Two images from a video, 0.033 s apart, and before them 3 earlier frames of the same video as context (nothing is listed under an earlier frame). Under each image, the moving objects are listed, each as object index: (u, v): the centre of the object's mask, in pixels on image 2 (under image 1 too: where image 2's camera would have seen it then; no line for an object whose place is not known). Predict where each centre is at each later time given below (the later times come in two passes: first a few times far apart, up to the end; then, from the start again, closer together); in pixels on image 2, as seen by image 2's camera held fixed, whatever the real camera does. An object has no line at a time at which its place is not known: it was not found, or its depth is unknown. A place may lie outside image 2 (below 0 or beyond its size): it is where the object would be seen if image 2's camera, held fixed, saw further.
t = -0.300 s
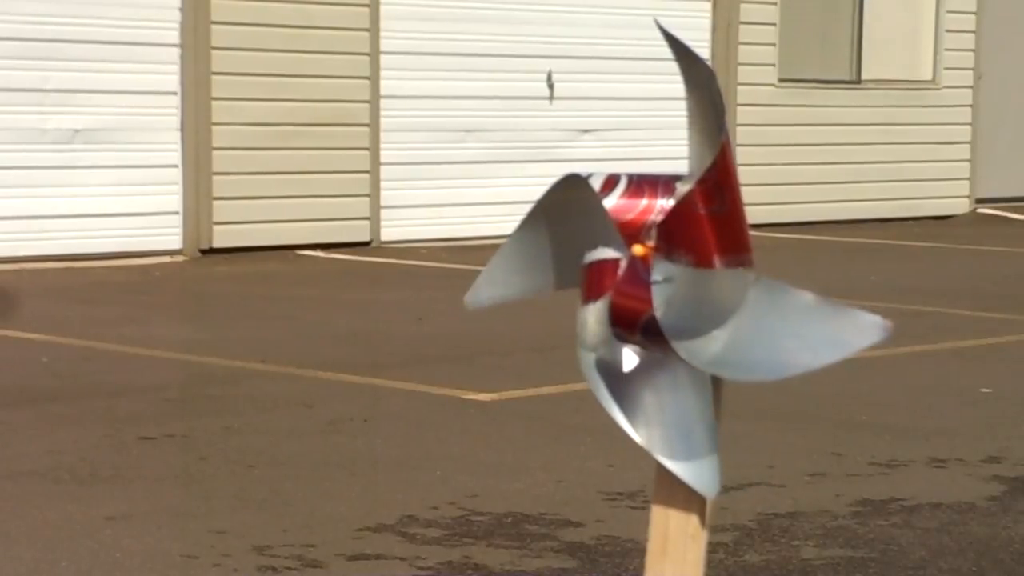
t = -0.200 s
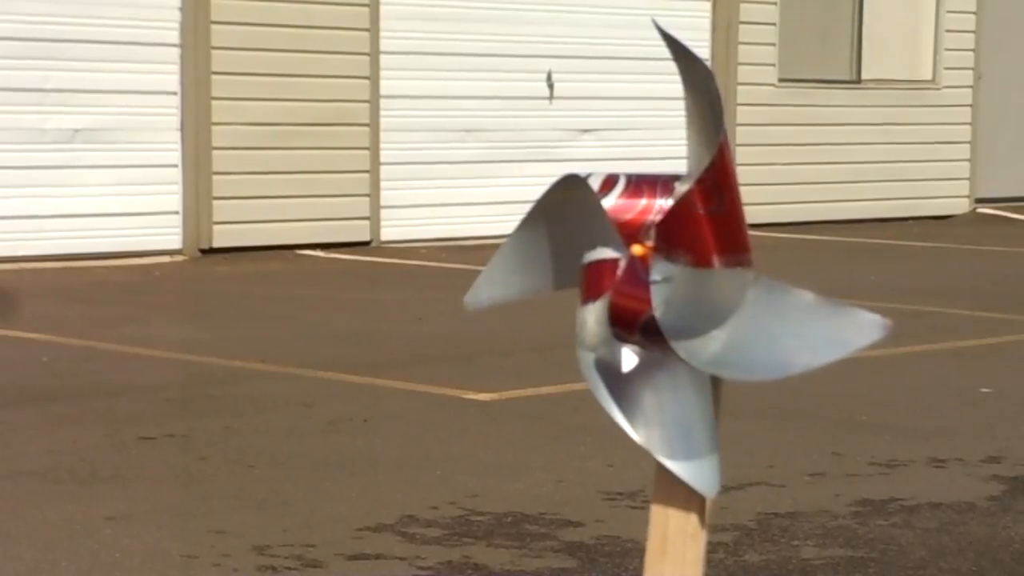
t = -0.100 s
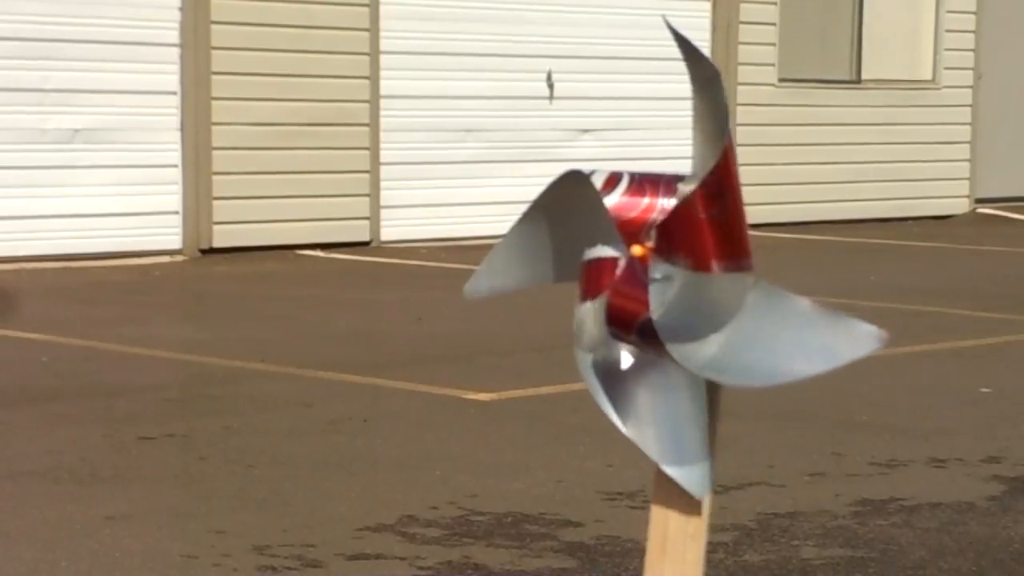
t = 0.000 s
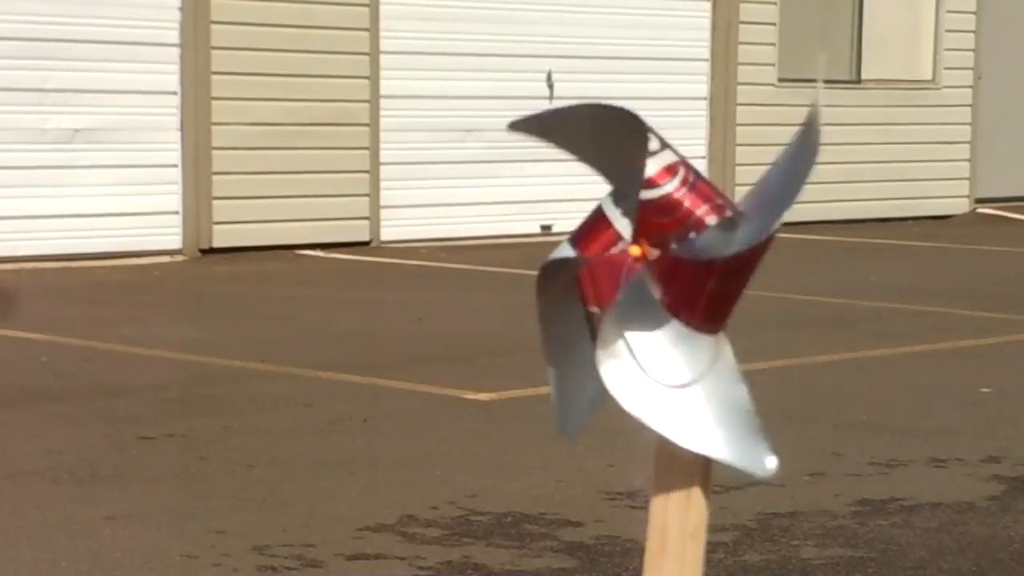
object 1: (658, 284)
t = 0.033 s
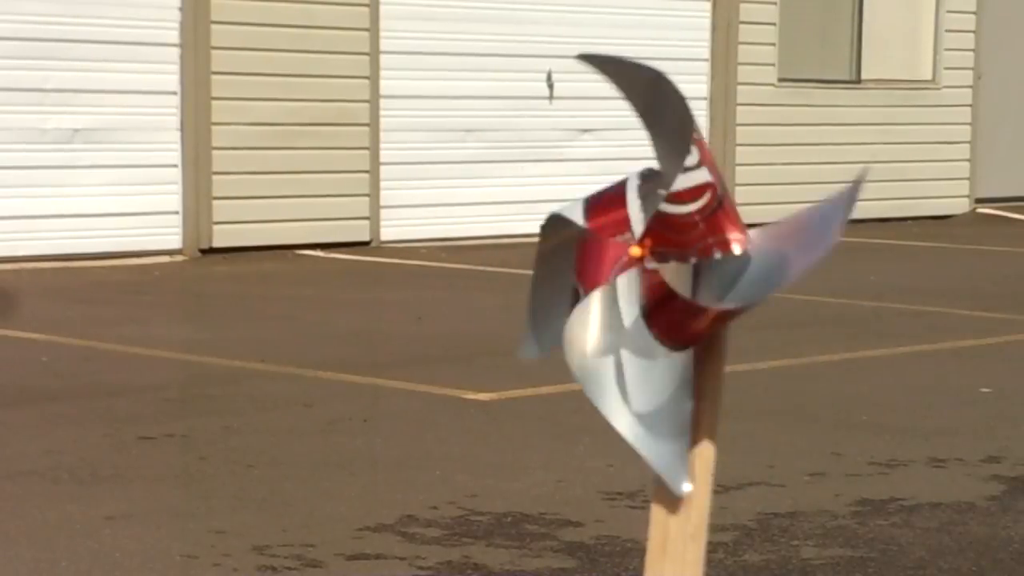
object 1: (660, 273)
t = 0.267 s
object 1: (672, 294)
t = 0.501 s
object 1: (676, 275)
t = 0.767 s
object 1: (664, 275)
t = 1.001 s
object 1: (658, 277)
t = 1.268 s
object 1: (673, 275)
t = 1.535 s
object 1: (674, 279)
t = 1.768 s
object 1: (679, 288)
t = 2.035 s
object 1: (675, 281)
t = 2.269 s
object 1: (678, 286)
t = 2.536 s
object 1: (678, 294)
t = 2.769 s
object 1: (676, 293)
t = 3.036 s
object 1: (672, 279)
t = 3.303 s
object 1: (659, 277)
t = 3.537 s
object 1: (679, 287)
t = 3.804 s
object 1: (676, 294)
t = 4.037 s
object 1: (679, 290)
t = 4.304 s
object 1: (676, 286)
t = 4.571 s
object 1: (681, 288)
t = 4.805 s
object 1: (675, 288)
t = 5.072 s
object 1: (685, 299)
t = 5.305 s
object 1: (679, 287)
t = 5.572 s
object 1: (674, 275)
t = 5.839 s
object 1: (662, 291)
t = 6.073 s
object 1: (669, 272)
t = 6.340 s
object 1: (679, 298)
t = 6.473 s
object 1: (664, 279)
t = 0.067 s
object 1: (667, 268)
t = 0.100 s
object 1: (670, 270)
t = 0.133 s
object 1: (673, 276)
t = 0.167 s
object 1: (675, 279)
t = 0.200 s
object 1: (672, 276)
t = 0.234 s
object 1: (680, 286)
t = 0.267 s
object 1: (672, 294)
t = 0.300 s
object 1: (658, 275)
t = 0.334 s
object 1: (672, 278)
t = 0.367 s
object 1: (671, 279)
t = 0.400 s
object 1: (676, 282)
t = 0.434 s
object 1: (673, 294)
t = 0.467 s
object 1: (660, 286)
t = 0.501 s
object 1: (676, 275)
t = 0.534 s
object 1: (676, 283)
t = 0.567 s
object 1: (679, 291)
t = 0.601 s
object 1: (662, 291)
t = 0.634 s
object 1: (674, 278)
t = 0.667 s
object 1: (673, 280)
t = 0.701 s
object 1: (680, 287)
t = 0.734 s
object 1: (669, 295)
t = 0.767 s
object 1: (664, 275)
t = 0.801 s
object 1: (671, 279)
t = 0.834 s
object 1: (670, 278)
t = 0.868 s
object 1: (677, 281)
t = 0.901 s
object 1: (674, 290)
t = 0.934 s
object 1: (668, 290)
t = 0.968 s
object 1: (660, 284)
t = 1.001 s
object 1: (658, 277)
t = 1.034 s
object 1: (661, 270)
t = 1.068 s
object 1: (667, 267)
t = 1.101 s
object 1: (670, 269)
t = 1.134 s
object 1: (672, 273)
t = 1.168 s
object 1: (672, 276)
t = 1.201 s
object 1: (670, 277)
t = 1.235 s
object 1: (672, 275)
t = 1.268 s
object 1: (673, 275)
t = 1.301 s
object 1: (678, 279)
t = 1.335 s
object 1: (676, 287)
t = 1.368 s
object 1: (670, 291)
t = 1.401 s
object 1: (663, 285)
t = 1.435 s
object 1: (659, 274)
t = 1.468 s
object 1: (670, 269)
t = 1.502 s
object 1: (672, 278)
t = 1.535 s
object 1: (674, 279)
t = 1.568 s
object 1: (679, 278)
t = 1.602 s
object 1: (675, 293)
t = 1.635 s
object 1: (660, 286)
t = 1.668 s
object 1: (670, 271)
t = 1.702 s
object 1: (673, 280)
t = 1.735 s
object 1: (675, 277)
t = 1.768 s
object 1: (679, 288)
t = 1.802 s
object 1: (671, 294)
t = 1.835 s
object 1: (665, 273)
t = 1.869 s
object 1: (674, 280)
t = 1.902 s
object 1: (674, 278)
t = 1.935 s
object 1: (678, 293)
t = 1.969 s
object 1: (662, 290)
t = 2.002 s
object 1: (674, 280)
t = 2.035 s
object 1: (675, 281)
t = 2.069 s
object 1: (676, 296)
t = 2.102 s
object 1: (661, 280)
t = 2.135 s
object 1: (675, 284)
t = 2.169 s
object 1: (677, 281)
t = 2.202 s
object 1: (675, 297)
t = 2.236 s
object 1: (668, 270)
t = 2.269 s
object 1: (678, 286)
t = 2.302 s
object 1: (679, 291)
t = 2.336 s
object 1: (664, 295)
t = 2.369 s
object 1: (674, 283)
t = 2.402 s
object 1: (676, 284)
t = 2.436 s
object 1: (676, 298)
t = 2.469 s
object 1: (670, 269)
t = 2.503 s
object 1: (674, 284)
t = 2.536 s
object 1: (678, 294)
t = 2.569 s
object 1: (663, 286)
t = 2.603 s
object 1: (677, 284)
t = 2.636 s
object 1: (680, 285)
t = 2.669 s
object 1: (671, 300)
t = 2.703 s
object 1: (670, 275)
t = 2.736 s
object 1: (672, 282)
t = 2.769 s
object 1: (676, 293)
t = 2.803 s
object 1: (661, 291)
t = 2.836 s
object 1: (674, 275)
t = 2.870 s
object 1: (671, 280)
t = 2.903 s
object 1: (680, 285)
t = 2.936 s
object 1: (671, 293)
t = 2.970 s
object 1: (661, 275)
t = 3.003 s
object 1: (672, 279)
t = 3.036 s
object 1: (672, 279)
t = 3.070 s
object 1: (677, 284)
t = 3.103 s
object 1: (669, 293)
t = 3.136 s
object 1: (662, 276)
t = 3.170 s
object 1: (671, 277)
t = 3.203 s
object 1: (674, 280)
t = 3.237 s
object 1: (680, 282)
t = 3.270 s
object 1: (673, 294)
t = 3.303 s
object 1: (659, 277)
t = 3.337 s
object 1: (674, 279)
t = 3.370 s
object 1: (672, 279)
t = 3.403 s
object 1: (678, 288)
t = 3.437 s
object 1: (667, 292)
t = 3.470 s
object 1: (671, 273)
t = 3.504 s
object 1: (675, 284)
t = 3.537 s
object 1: (679, 287)
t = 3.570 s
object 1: (669, 297)
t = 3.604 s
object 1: (670, 275)
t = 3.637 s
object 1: (674, 283)
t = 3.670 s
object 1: (677, 291)
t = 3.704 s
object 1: (665, 293)
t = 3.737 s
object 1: (676, 280)
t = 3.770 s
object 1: (675, 281)
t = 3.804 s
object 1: (676, 294)
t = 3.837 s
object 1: (661, 287)
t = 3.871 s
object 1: (675, 281)
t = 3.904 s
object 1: (676, 283)
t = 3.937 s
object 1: (674, 297)
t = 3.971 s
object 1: (665, 273)
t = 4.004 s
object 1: (680, 286)
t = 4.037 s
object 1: (679, 290)
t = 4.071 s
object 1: (666, 295)
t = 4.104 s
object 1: (674, 280)
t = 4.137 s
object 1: (676, 284)
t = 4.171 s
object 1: (677, 296)
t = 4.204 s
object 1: (673, 276)
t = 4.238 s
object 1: (677, 286)
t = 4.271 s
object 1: (678, 297)
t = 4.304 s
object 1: (676, 286)
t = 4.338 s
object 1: (681, 284)
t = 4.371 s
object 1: (668, 299)
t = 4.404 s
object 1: (676, 287)
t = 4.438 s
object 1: (682, 296)
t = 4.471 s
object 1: (663, 283)
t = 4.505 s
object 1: (676, 290)
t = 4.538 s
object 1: (681, 298)
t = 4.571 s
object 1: (681, 288)
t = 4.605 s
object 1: (682, 301)
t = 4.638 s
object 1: (676, 285)
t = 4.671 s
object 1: (687, 296)
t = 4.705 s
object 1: (667, 279)
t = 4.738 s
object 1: (682, 291)
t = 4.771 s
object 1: (660, 292)
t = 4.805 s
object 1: (675, 288)
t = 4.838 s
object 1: (672, 305)
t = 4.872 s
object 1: (675, 289)
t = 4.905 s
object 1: (686, 301)
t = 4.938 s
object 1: (664, 276)
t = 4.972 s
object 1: (680, 287)
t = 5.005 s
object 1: (668, 301)
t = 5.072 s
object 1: (685, 299)
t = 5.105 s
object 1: (661, 277)
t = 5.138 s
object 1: (678, 286)
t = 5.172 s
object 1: (673, 299)
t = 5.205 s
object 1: (677, 285)
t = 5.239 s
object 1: (682, 286)
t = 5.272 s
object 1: (662, 296)
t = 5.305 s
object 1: (679, 287)
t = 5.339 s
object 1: (678, 298)
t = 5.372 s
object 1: (667, 274)
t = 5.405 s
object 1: (673, 283)
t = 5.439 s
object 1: (679, 298)
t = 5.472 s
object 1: (670, 276)
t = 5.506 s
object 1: (674, 284)
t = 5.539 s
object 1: (675, 297)
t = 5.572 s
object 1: (674, 275)
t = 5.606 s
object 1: (677, 285)
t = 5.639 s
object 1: (676, 299)
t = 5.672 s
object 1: (676, 282)
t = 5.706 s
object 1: (675, 286)
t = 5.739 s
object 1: (669, 301)
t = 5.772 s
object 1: (675, 284)
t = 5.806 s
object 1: (679, 293)
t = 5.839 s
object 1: (662, 291)
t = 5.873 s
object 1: (674, 285)
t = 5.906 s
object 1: (682, 289)
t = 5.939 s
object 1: (665, 296)
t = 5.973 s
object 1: (673, 280)
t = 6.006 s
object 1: (676, 281)
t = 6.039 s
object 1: (676, 297)
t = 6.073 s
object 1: (669, 272)
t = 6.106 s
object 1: (677, 284)
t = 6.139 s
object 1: (678, 297)
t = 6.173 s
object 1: (659, 279)
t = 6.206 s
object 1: (680, 286)
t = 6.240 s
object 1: (676, 294)
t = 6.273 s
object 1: (659, 279)
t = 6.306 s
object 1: (675, 289)
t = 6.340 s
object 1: (679, 298)
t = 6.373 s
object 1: (664, 274)
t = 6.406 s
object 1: (675, 286)
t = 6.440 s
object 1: (676, 295)
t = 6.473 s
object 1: (664, 279)
